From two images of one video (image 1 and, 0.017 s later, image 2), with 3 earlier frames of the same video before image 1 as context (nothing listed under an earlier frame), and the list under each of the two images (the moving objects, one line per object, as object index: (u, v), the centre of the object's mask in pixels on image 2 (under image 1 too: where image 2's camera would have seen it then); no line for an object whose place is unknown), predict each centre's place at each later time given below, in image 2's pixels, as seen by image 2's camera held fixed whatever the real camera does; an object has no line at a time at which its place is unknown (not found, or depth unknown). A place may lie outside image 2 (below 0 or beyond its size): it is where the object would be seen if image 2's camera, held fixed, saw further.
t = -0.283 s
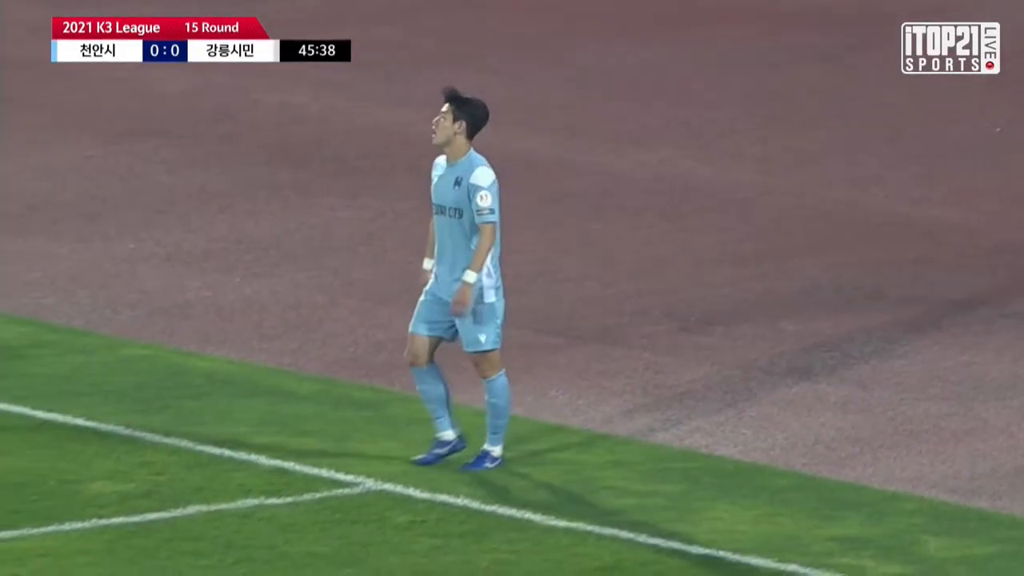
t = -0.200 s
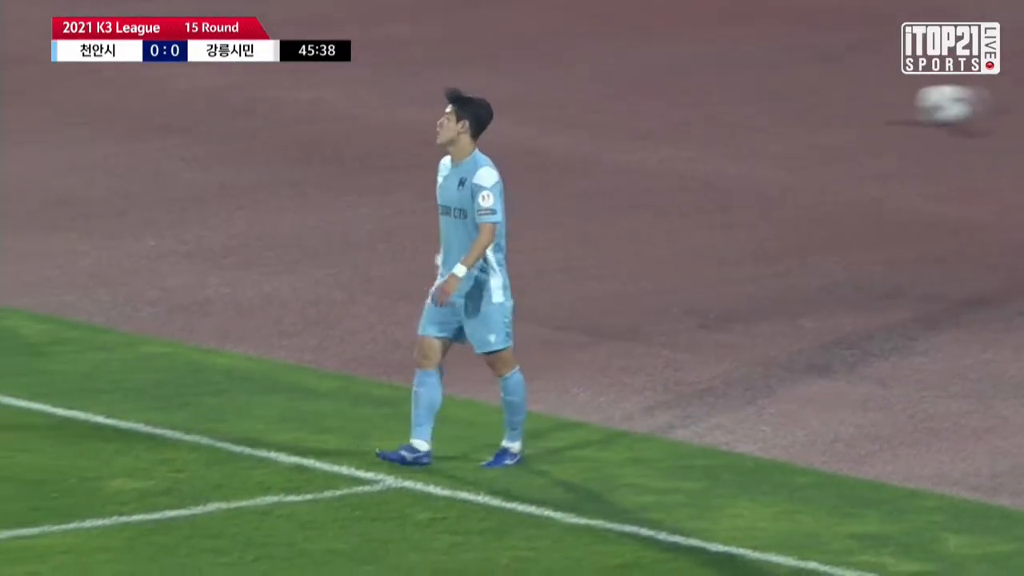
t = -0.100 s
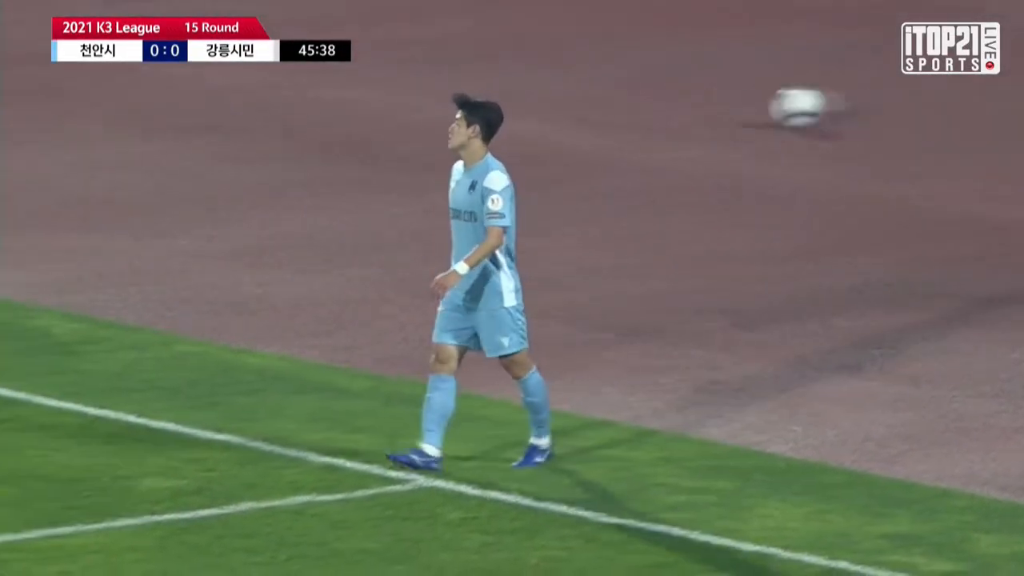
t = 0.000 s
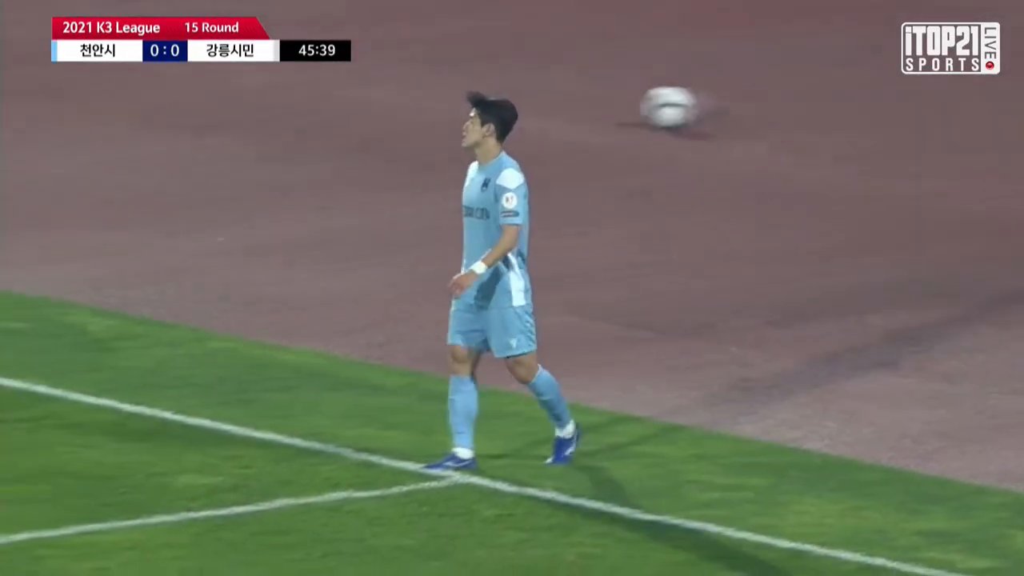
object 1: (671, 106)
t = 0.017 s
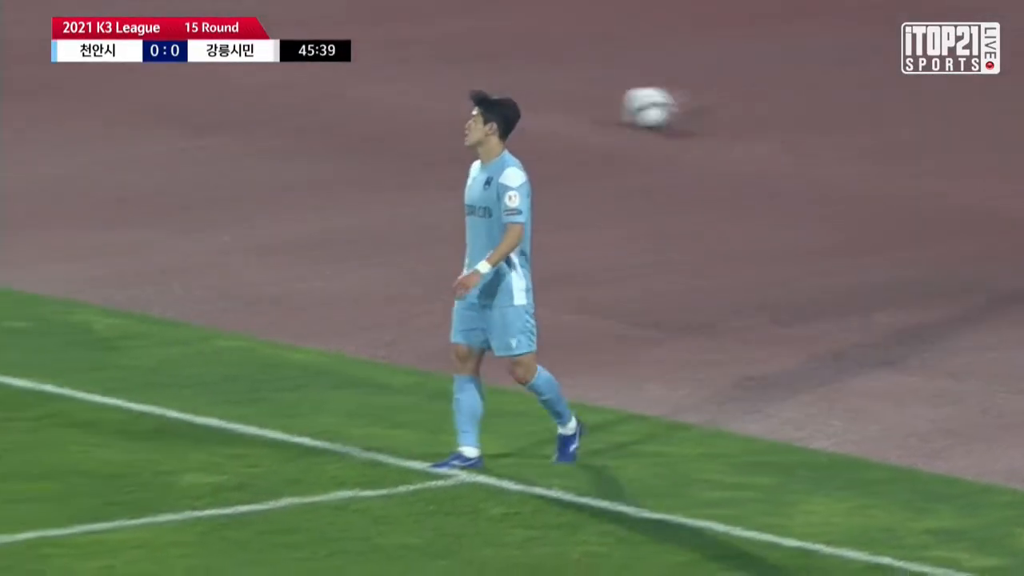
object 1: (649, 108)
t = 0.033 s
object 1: (624, 106)
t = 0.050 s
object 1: (601, 107)
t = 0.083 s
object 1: (554, 108)
